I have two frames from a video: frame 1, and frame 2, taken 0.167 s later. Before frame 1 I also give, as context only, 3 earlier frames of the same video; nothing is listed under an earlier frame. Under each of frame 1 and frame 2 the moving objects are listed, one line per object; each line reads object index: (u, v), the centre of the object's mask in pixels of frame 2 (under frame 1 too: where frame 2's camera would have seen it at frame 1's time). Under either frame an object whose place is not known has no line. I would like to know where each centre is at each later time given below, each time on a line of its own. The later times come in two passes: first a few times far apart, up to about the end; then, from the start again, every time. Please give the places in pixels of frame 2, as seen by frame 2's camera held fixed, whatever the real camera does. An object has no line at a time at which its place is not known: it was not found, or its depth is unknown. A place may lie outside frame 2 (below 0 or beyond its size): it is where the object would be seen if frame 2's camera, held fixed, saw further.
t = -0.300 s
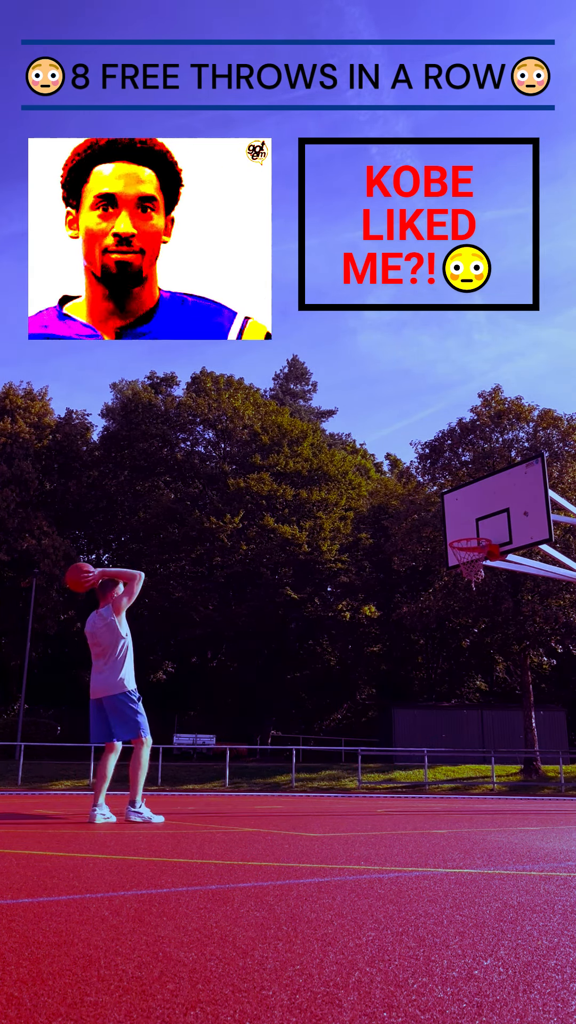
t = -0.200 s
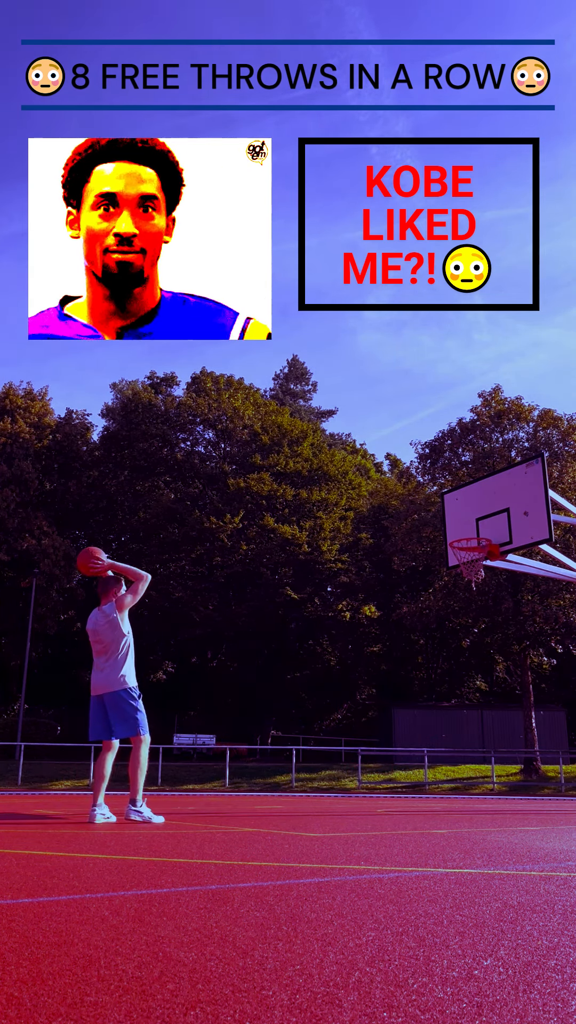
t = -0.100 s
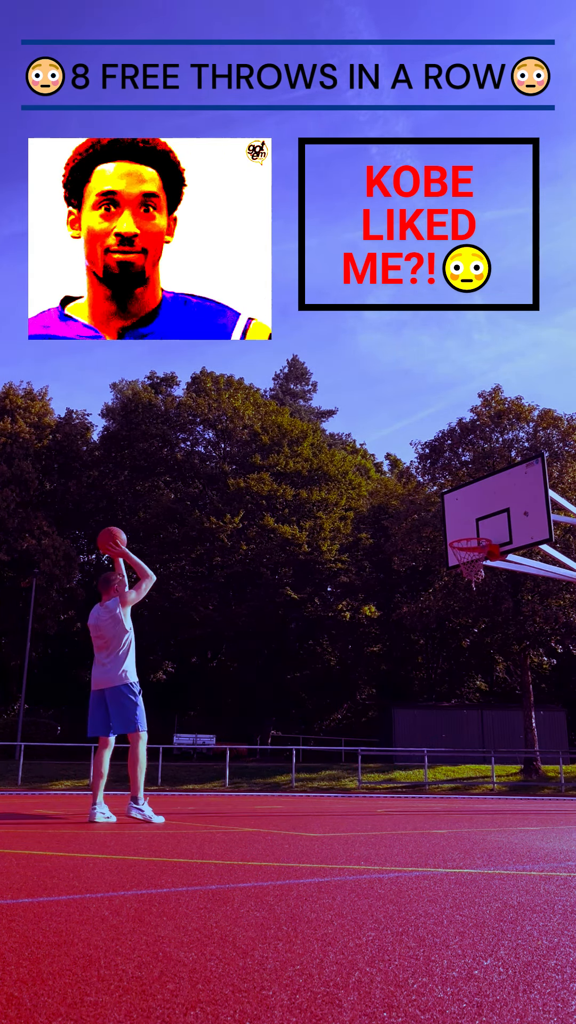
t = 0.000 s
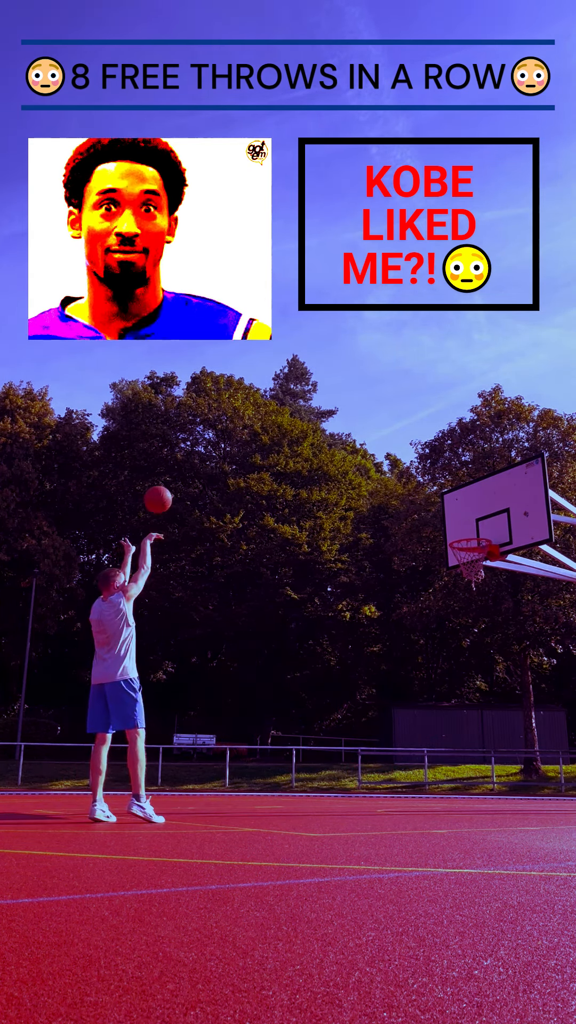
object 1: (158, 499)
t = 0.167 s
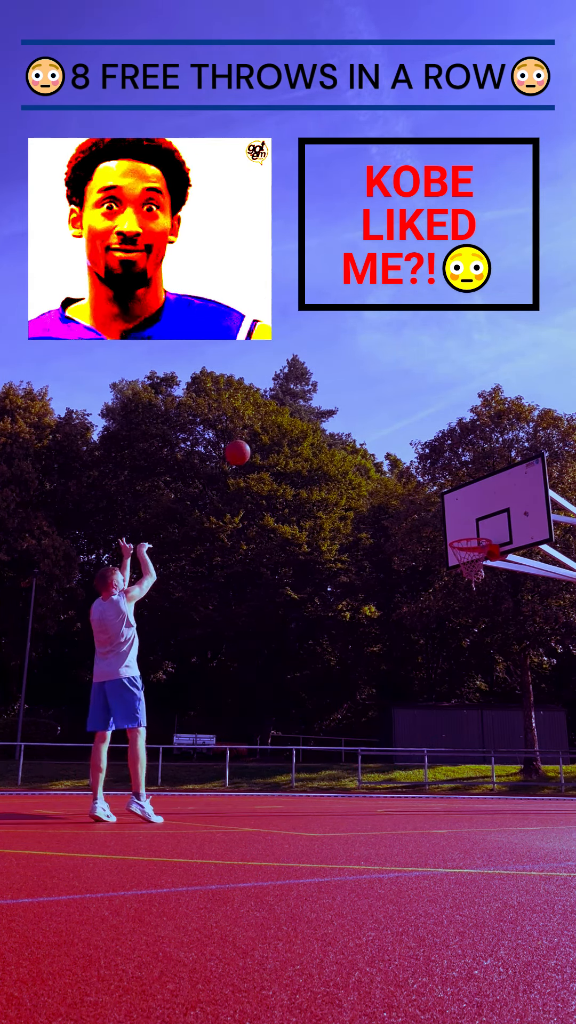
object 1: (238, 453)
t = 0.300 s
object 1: (292, 438)
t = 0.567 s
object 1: (382, 458)
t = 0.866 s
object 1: (469, 539)
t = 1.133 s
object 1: (473, 556)
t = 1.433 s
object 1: (467, 614)
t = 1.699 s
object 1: (466, 724)
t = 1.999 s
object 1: (460, 731)
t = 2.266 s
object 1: (453, 673)
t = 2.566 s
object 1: (447, 679)
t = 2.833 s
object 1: (445, 745)
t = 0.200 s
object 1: (252, 447)
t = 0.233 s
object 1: (265, 443)
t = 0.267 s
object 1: (279, 440)
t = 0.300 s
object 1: (292, 438)
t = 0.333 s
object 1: (304, 438)
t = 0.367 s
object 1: (316, 438)
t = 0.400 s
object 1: (328, 439)
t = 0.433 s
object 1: (339, 441)
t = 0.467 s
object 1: (351, 444)
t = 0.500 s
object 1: (361, 448)
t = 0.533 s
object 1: (372, 452)
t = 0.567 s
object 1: (382, 458)
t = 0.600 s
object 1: (392, 464)
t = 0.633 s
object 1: (402, 471)
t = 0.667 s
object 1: (412, 478)
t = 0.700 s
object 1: (423, 487)
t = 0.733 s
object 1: (432, 496)
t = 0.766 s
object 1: (441, 507)
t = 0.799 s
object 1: (451, 517)
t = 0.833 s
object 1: (460, 528)
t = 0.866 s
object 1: (469, 539)
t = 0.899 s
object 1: (473, 548)
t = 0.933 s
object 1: (477, 554)
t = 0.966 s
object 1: (476, 554)
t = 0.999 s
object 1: (475, 550)
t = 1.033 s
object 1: (475, 551)
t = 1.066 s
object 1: (474, 553)
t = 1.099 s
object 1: (473, 555)
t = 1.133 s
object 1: (473, 556)
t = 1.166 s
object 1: (471, 561)
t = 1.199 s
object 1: (470, 565)
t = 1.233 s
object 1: (469, 569)
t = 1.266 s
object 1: (468, 576)
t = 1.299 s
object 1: (467, 581)
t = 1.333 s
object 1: (467, 588)
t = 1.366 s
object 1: (467, 596)
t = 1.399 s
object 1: (466, 604)
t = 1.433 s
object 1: (467, 614)
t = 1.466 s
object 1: (466, 625)
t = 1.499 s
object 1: (466, 636)
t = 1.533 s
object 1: (466, 648)
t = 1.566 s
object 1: (466, 661)
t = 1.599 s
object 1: (466, 676)
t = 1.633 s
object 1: (466, 691)
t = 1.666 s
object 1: (466, 707)
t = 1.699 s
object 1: (466, 724)
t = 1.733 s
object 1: (466, 742)
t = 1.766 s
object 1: (467, 761)
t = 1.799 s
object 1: (466, 782)
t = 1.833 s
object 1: (467, 800)
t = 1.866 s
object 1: (465, 785)
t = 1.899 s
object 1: (464, 770)
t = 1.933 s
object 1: (463, 756)
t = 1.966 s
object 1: (461, 742)
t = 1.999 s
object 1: (460, 731)
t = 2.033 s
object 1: (459, 720)
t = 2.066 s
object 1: (458, 710)
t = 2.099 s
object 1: (457, 702)
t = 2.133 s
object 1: (456, 694)
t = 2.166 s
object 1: (455, 687)
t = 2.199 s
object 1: (454, 682)
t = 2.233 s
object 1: (454, 677)
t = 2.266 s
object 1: (453, 673)
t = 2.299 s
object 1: (452, 670)
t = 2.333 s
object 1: (451, 668)
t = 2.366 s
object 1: (450, 667)
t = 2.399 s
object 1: (450, 667)
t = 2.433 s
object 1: (449, 667)
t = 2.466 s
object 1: (449, 669)
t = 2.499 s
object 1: (448, 672)
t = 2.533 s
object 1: (448, 675)
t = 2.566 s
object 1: (447, 679)
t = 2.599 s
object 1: (447, 684)
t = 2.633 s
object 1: (447, 690)
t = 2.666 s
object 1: (446, 697)
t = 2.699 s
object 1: (446, 705)
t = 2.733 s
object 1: (445, 714)
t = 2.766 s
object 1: (445, 723)
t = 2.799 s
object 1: (445, 734)
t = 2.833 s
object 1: (445, 745)
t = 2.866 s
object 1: (445, 757)
